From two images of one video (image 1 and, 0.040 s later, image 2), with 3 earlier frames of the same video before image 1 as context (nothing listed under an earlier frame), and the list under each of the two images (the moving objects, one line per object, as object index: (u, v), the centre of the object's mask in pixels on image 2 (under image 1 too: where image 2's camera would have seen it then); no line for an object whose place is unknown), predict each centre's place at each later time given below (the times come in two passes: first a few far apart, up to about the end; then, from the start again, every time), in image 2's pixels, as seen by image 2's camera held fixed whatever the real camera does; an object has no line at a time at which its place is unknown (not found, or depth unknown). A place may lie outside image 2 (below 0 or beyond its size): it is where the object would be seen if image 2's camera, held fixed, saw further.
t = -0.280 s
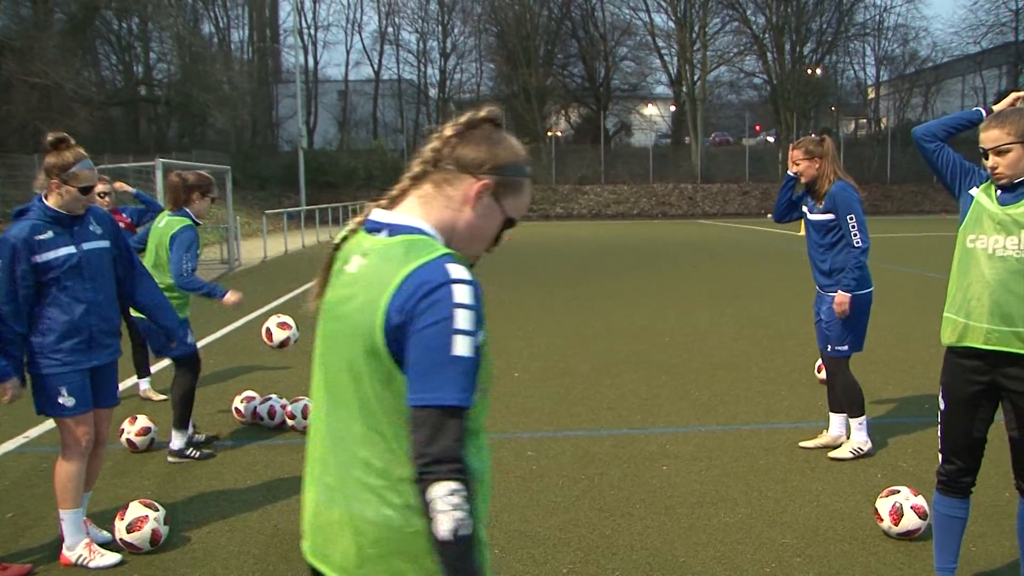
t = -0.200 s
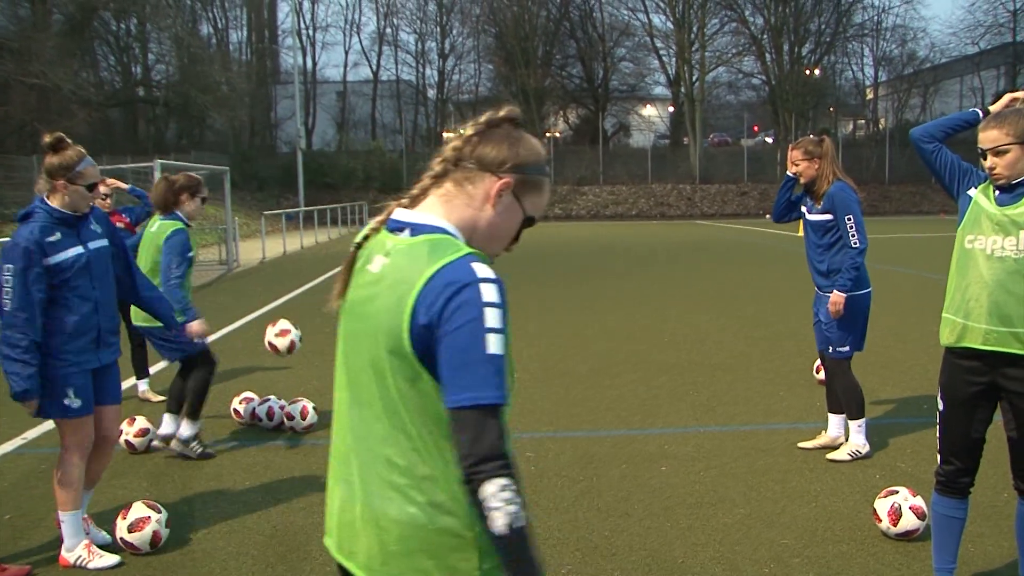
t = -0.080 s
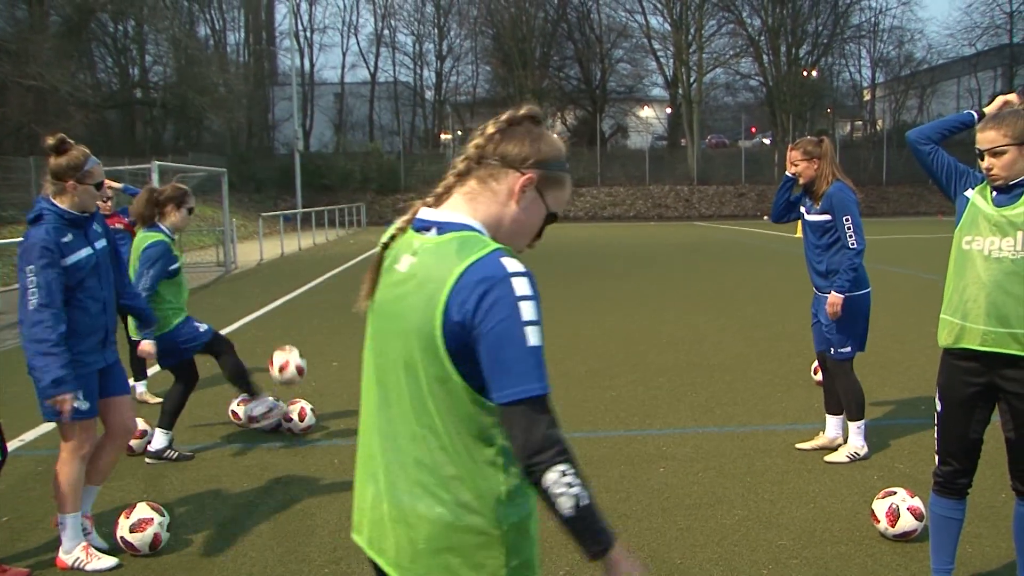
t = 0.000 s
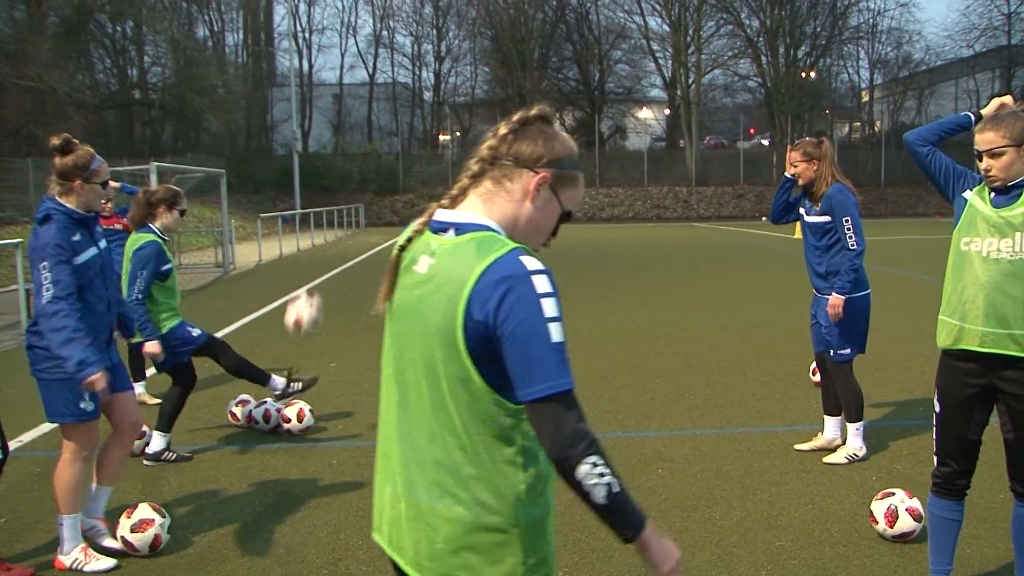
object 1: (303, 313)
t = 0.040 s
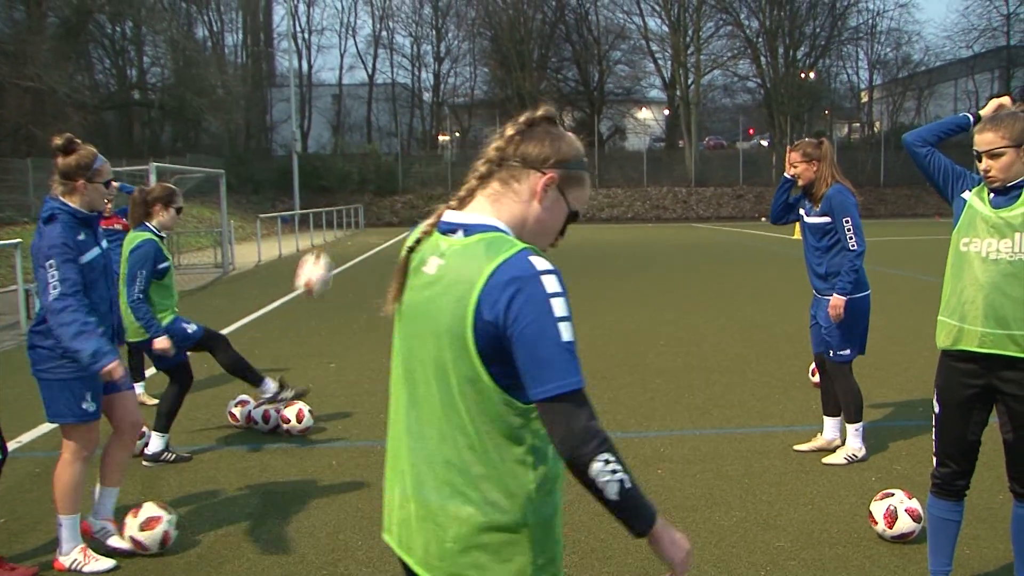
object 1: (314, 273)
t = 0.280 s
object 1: (382, 93)
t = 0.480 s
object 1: (441, 12)
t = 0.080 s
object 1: (324, 237)
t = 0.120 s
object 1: (337, 201)
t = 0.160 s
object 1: (348, 171)
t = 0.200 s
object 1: (360, 142)
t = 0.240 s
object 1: (371, 115)
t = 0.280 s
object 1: (382, 93)
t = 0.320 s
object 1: (395, 69)
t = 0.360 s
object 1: (406, 51)
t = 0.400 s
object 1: (418, 35)
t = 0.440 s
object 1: (429, 22)
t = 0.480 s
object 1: (441, 12)
